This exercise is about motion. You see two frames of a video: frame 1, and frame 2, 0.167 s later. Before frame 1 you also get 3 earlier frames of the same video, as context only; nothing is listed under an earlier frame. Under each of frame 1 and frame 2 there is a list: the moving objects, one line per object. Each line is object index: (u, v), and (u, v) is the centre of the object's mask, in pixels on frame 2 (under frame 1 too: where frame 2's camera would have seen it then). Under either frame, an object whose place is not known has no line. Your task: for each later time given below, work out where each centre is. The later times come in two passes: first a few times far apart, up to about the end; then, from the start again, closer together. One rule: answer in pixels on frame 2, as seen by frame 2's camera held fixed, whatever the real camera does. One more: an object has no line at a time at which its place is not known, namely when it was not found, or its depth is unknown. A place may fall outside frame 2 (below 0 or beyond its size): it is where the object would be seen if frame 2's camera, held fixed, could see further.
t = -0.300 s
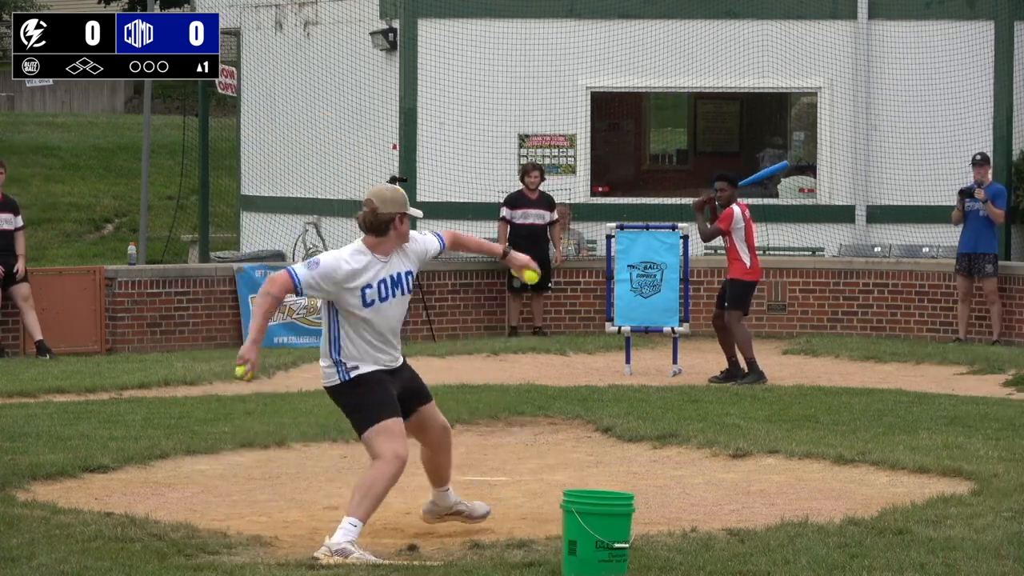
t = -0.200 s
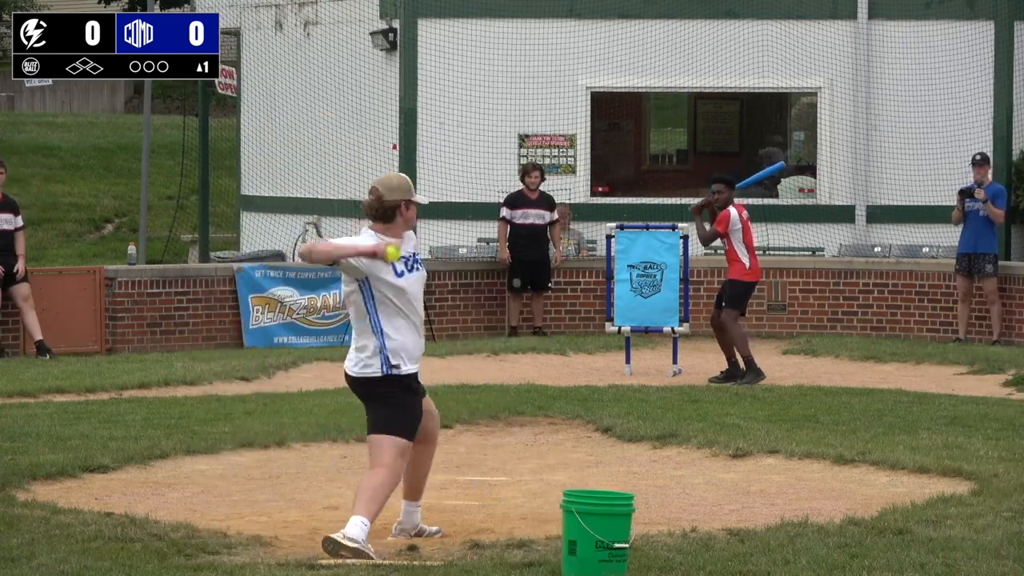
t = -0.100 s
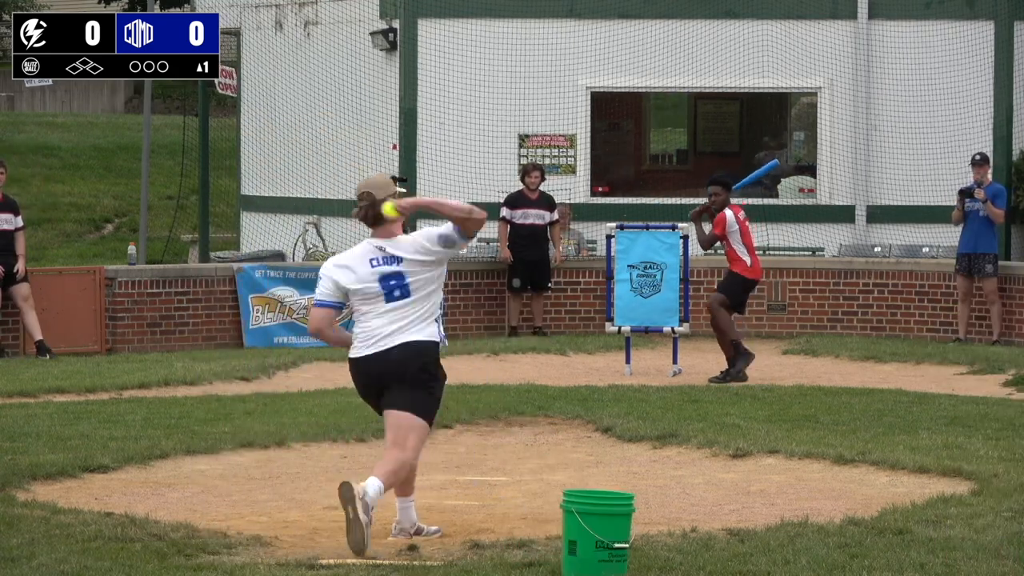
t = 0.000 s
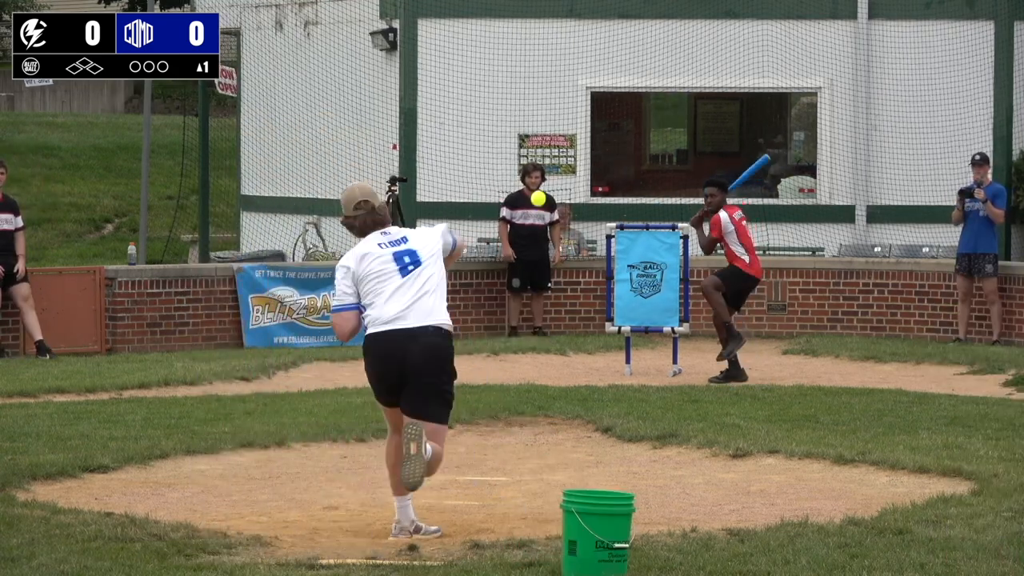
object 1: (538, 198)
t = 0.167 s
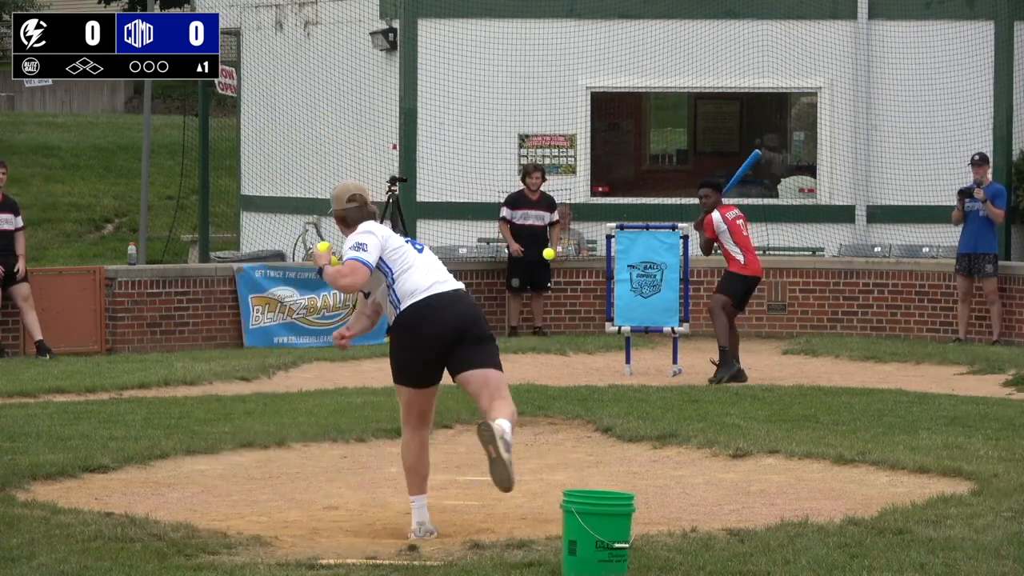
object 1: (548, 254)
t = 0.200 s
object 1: (561, 254)
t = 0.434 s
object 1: (634, 256)
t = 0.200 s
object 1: (561, 254)
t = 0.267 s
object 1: (590, 250)
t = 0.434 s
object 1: (634, 256)
